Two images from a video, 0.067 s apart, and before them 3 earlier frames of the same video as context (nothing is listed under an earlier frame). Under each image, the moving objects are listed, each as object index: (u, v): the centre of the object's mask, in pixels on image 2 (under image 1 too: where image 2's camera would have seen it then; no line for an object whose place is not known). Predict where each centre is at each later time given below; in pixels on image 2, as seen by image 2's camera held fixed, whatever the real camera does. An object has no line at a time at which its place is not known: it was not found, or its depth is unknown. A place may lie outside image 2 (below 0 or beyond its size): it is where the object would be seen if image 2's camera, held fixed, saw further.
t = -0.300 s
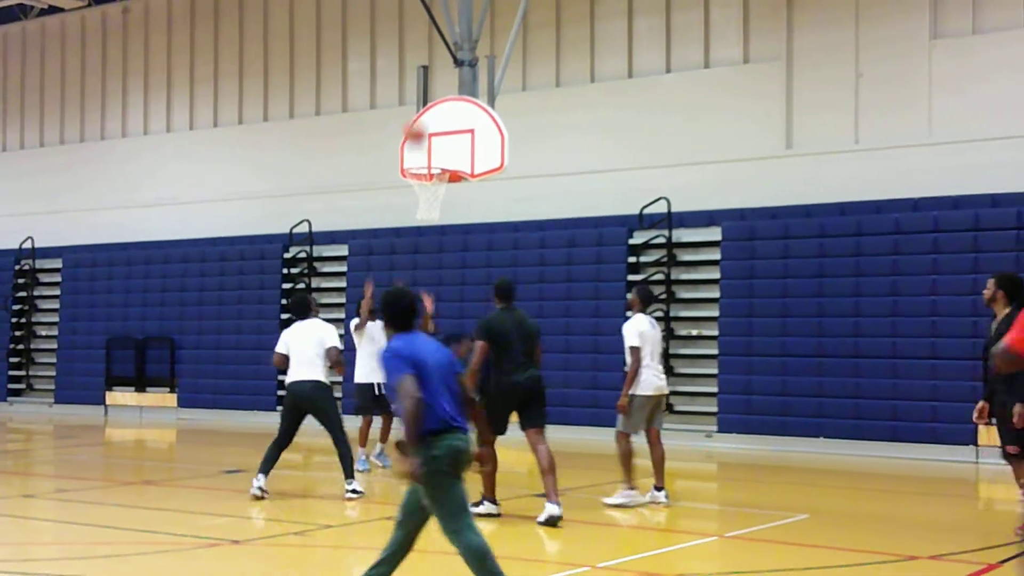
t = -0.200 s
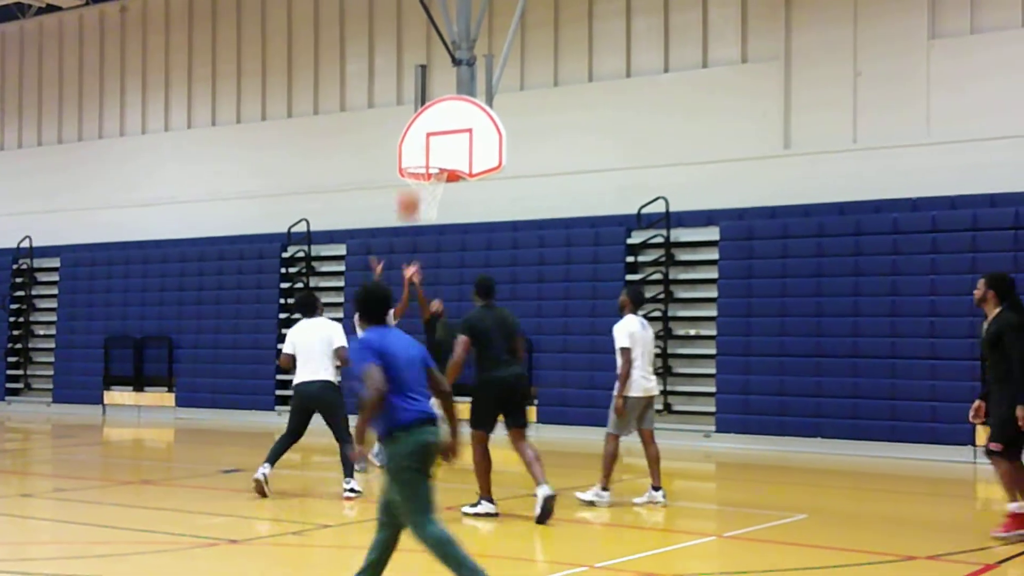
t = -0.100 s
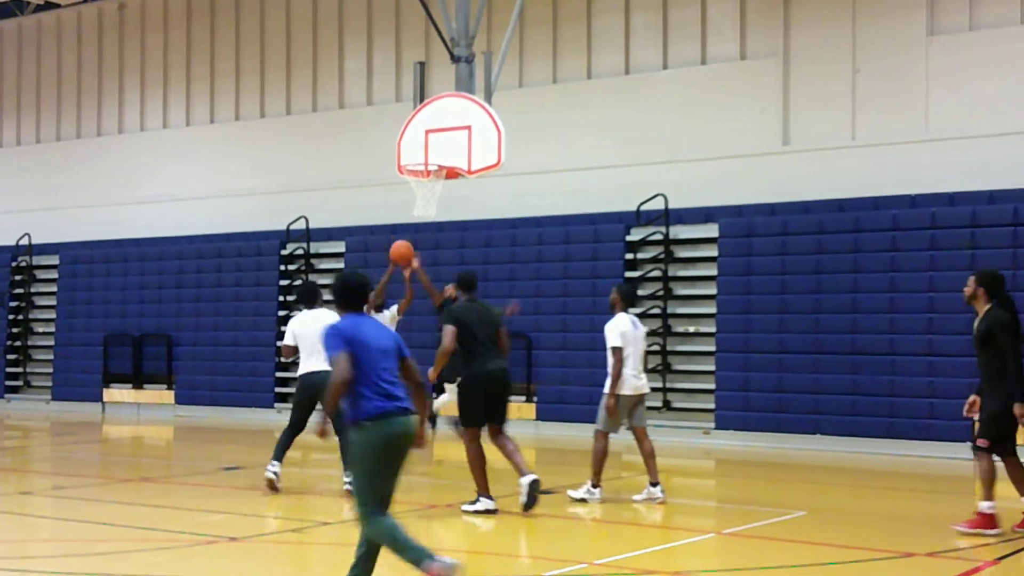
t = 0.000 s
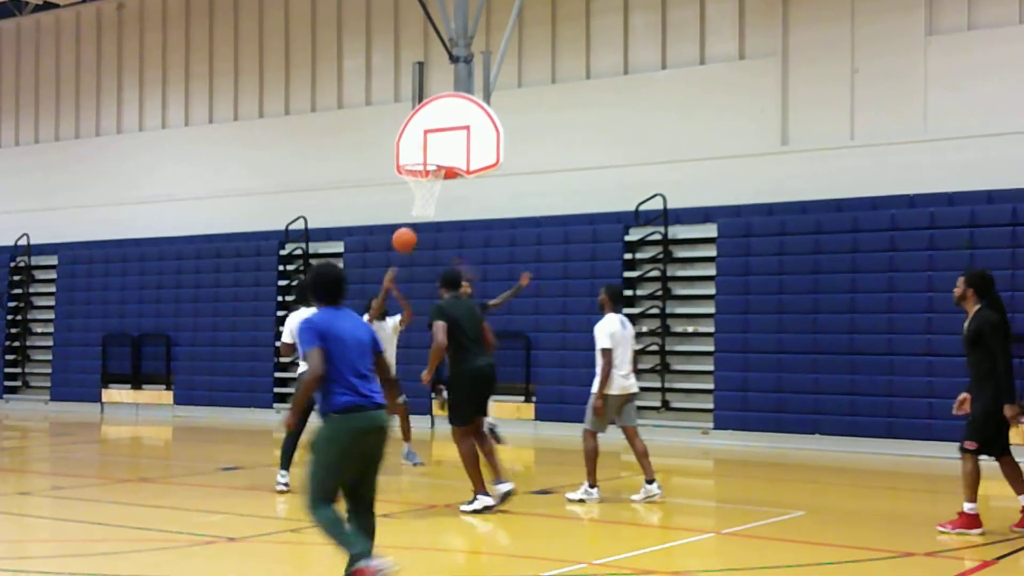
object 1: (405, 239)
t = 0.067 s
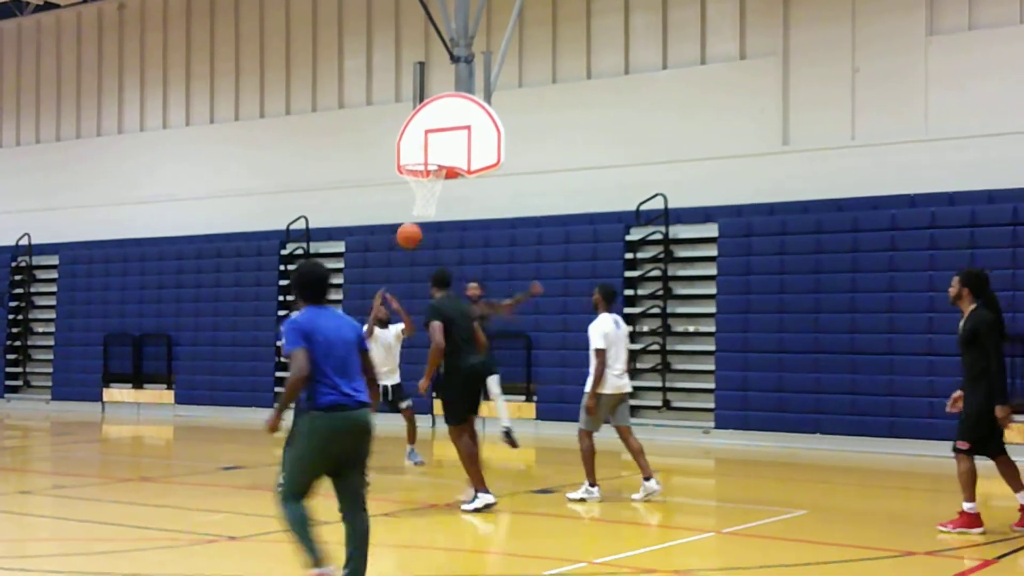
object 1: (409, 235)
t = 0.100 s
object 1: (411, 236)
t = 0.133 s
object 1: (412, 236)
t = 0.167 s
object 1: (414, 237)
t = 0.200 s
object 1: (416, 238)
